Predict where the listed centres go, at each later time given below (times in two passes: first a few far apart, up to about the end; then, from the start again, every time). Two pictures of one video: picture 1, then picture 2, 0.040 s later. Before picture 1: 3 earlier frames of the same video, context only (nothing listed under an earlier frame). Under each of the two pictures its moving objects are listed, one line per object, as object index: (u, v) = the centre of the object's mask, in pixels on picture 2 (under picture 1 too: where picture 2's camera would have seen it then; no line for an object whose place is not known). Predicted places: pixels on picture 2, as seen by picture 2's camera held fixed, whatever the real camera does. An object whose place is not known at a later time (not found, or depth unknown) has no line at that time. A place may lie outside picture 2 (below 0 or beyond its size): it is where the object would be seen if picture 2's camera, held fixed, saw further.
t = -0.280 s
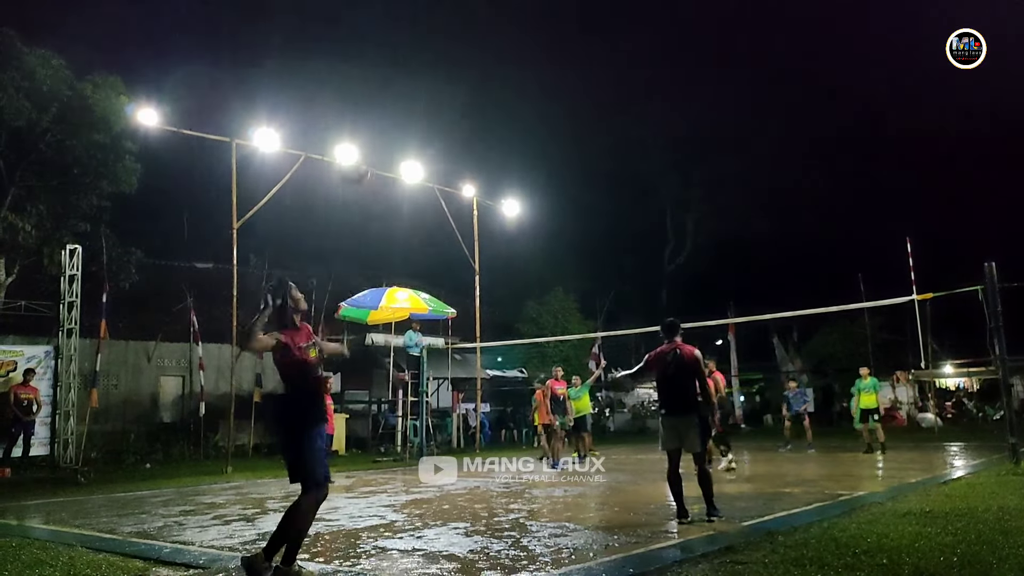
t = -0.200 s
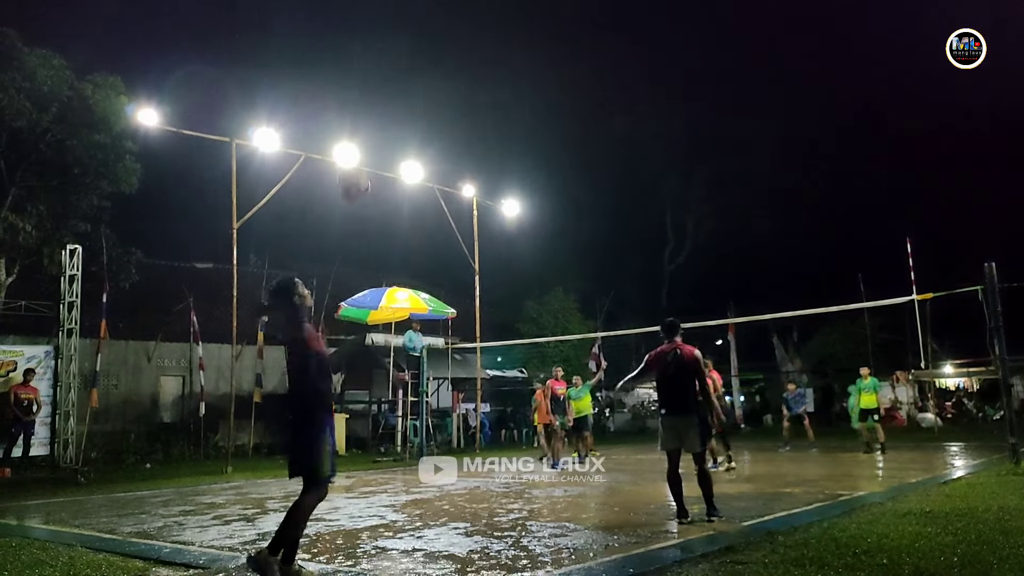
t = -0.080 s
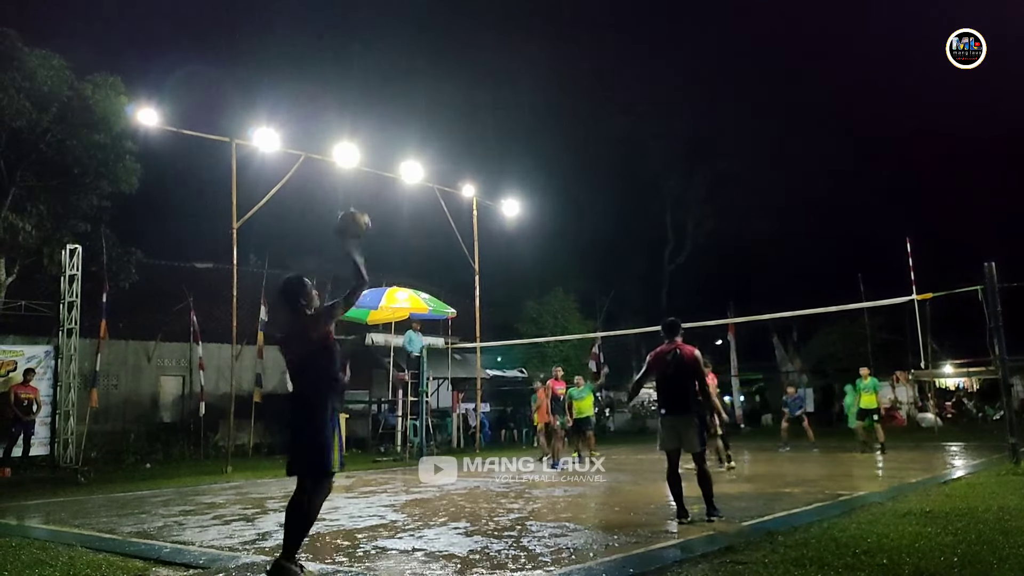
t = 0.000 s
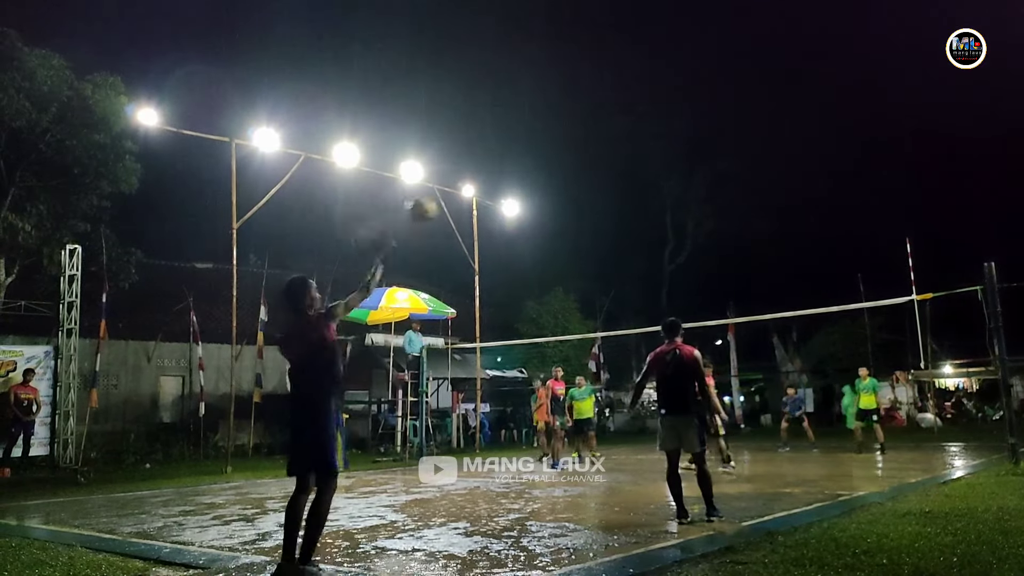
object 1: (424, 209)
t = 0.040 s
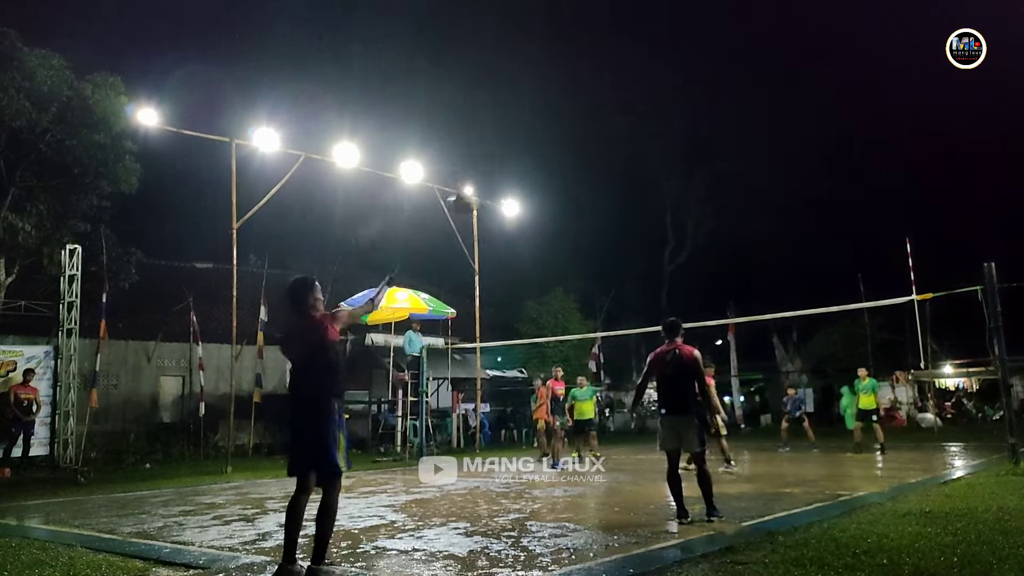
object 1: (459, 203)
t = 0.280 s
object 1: (582, 208)
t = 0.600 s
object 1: (659, 264)
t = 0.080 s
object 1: (489, 200)
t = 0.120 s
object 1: (517, 196)
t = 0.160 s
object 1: (533, 198)
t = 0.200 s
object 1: (549, 199)
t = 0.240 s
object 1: (569, 205)
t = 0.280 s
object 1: (582, 208)
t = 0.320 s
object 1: (592, 212)
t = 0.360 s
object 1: (608, 220)
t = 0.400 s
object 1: (617, 224)
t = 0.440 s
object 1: (630, 233)
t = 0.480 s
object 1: (637, 239)
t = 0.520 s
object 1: (644, 246)
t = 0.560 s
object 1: (654, 256)
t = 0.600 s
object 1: (659, 264)
